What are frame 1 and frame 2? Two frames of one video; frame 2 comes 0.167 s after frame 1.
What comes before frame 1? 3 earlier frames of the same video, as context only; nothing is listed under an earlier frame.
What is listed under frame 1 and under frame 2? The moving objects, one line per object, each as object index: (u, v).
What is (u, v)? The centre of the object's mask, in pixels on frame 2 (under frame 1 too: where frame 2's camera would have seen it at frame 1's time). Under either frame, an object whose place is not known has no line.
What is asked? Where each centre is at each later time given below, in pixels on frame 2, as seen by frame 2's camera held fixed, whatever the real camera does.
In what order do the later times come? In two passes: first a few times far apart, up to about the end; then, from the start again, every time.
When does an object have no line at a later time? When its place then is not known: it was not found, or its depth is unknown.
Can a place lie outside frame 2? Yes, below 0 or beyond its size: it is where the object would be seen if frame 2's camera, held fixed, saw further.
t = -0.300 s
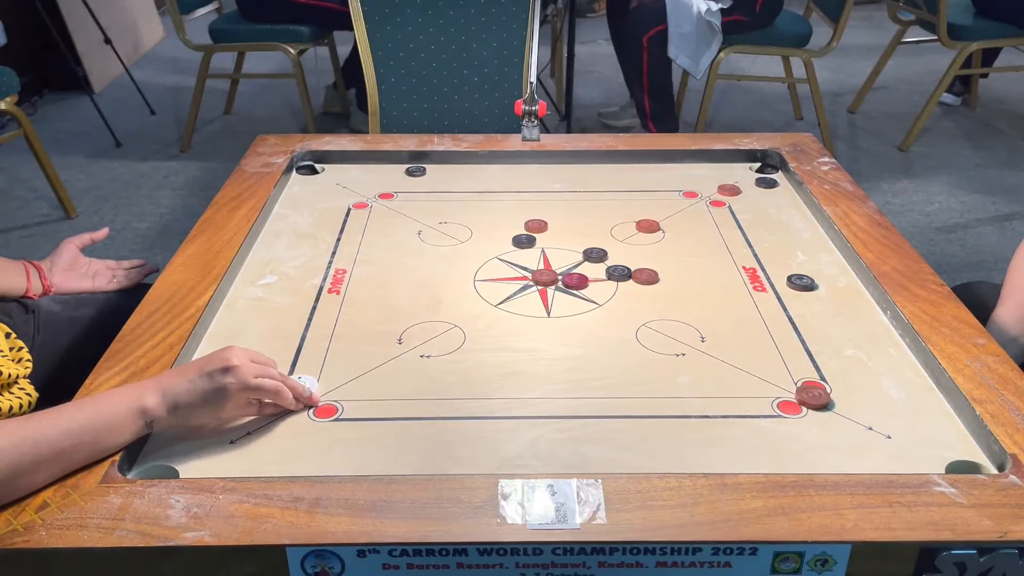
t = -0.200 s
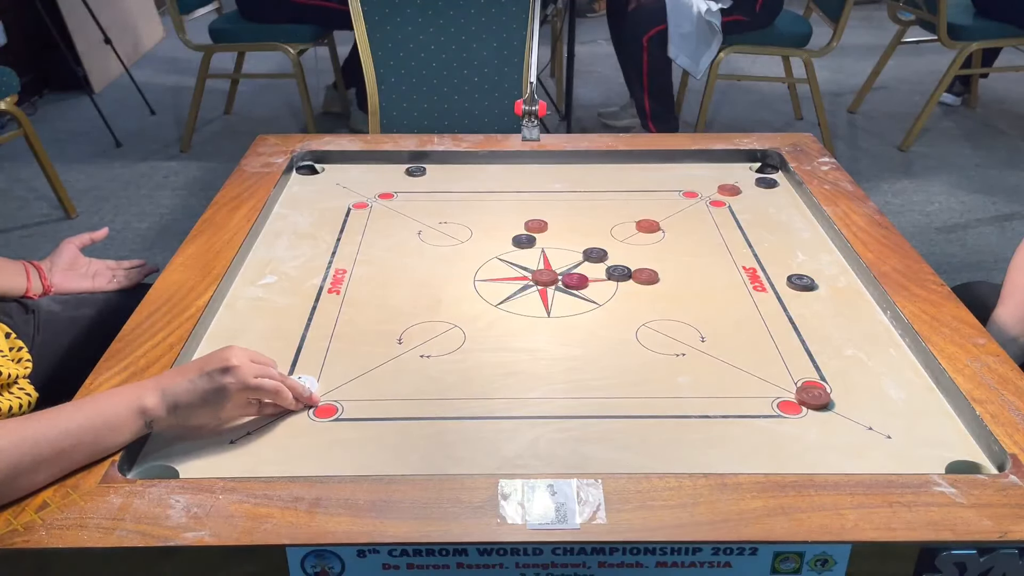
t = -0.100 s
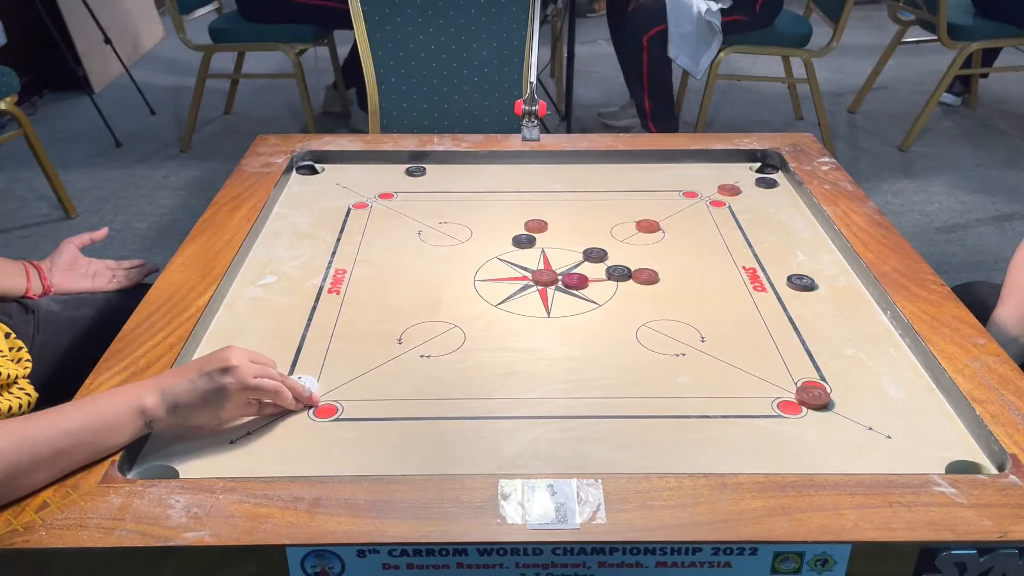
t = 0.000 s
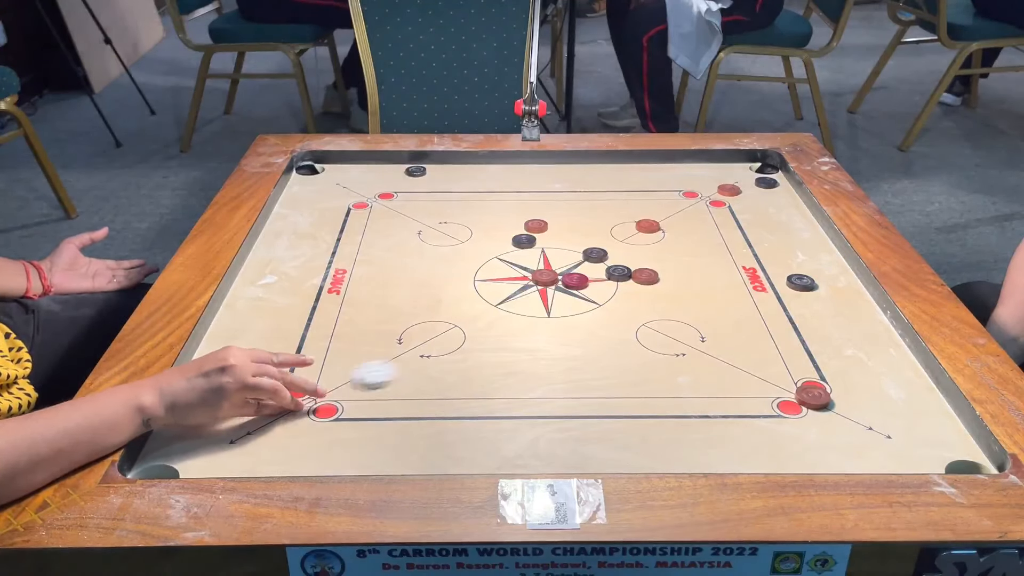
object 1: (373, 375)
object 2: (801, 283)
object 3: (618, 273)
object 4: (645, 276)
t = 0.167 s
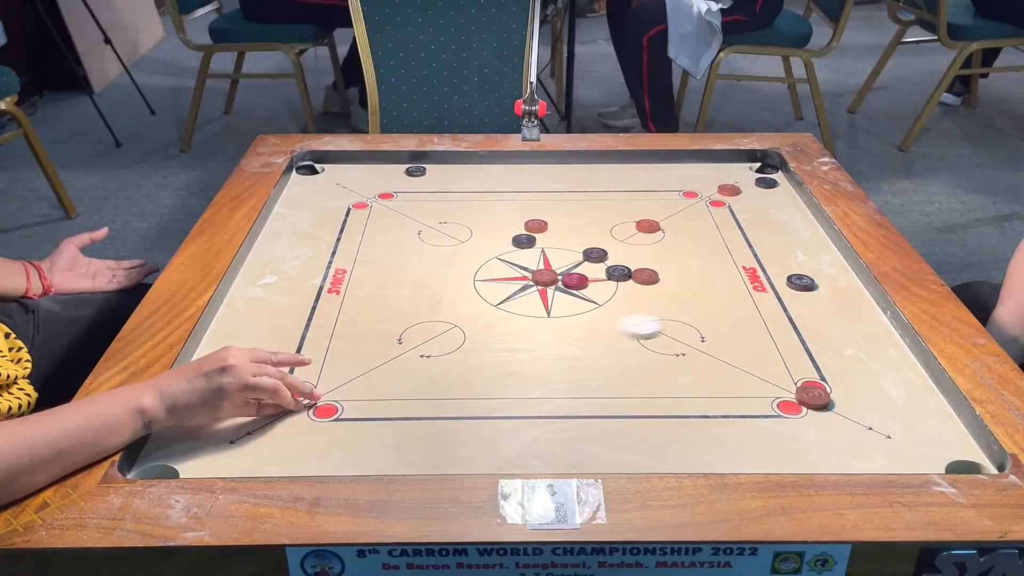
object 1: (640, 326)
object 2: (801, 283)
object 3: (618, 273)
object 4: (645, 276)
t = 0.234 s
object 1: (731, 310)
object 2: (801, 283)
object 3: (618, 273)
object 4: (645, 276)
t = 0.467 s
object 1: (716, 290)
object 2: (799, 229)
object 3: (618, 273)
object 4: (645, 276)
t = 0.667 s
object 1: (573, 299)
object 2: (780, 190)
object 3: (554, 259)
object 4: (637, 259)
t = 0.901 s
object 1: (442, 314)
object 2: (783, 188)
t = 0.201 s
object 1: (687, 318)
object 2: (801, 283)
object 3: (618, 273)
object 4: (645, 276)
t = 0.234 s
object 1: (731, 310)
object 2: (801, 283)
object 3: (618, 273)
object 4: (645, 276)
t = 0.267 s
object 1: (777, 303)
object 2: (801, 283)
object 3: (618, 273)
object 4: (645, 276)
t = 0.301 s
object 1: (816, 298)
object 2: (801, 279)
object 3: (618, 273)
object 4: (645, 276)
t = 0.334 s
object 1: (852, 296)
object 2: (800, 267)
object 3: (618, 273)
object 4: (645, 276)
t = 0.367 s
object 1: (817, 294)
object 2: (800, 257)
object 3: (618, 273)
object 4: (645, 276)
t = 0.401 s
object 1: (784, 293)
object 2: (800, 247)
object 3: (618, 273)
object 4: (645, 276)
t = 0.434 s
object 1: (749, 292)
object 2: (800, 237)
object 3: (618, 273)
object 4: (645, 276)
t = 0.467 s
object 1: (716, 290)
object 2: (799, 229)
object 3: (618, 273)
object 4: (645, 276)
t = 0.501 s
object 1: (686, 289)
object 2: (799, 220)
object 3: (618, 273)
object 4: (645, 276)
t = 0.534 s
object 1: (659, 289)
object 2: (799, 213)
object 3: (612, 272)
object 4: (644, 273)
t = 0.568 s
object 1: (636, 292)
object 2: (796, 206)
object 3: (596, 268)
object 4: (642, 270)
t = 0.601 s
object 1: (615, 295)
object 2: (790, 200)
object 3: (581, 265)
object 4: (640, 266)
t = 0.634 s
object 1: (593, 297)
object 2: (784, 195)
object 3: (567, 262)
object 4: (638, 262)
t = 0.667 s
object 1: (573, 299)
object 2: (780, 190)
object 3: (554, 259)
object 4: (637, 259)
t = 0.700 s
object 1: (553, 302)
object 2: (781, 189)
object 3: (542, 256)
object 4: (635, 256)
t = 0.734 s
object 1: (533, 304)
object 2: (782, 189)
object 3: (530, 254)
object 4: (634, 254)
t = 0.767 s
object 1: (513, 307)
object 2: (782, 188)
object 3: (519, 252)
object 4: (633, 252)
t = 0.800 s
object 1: (495, 309)
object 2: (782, 188)
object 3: (510, 252)
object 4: (633, 251)
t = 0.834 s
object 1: (477, 310)
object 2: (782, 188)
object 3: (501, 251)
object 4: (632, 250)
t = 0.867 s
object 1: (459, 312)
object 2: (783, 188)
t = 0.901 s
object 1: (442, 314)
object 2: (783, 188)
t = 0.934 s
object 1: (426, 316)
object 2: (783, 188)
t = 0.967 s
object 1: (410, 318)
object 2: (783, 188)
